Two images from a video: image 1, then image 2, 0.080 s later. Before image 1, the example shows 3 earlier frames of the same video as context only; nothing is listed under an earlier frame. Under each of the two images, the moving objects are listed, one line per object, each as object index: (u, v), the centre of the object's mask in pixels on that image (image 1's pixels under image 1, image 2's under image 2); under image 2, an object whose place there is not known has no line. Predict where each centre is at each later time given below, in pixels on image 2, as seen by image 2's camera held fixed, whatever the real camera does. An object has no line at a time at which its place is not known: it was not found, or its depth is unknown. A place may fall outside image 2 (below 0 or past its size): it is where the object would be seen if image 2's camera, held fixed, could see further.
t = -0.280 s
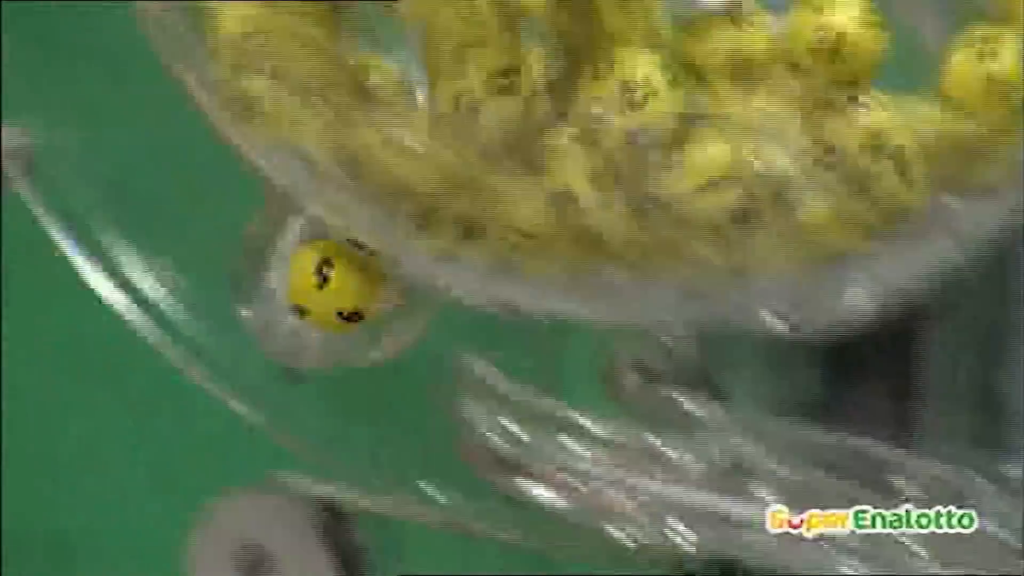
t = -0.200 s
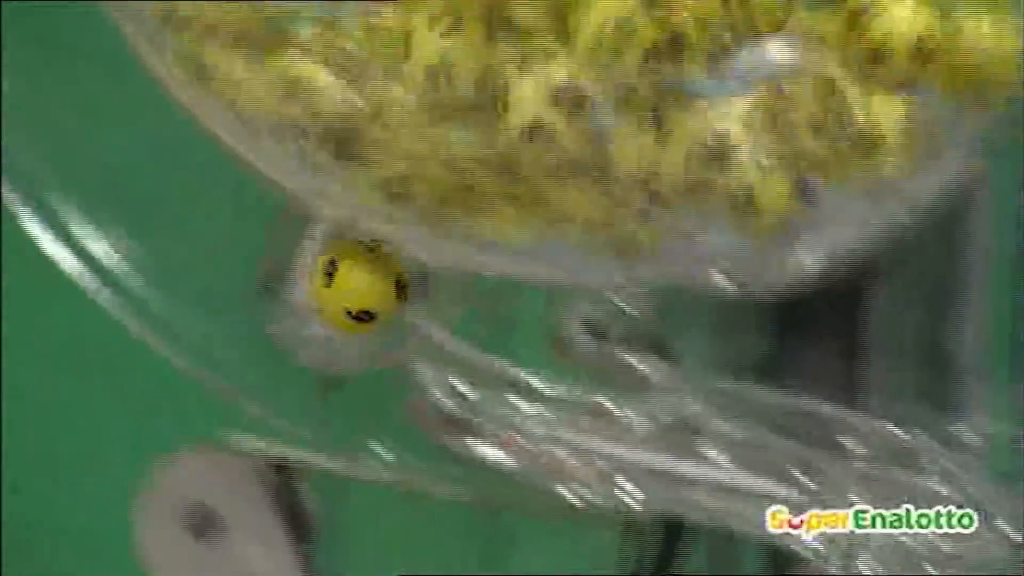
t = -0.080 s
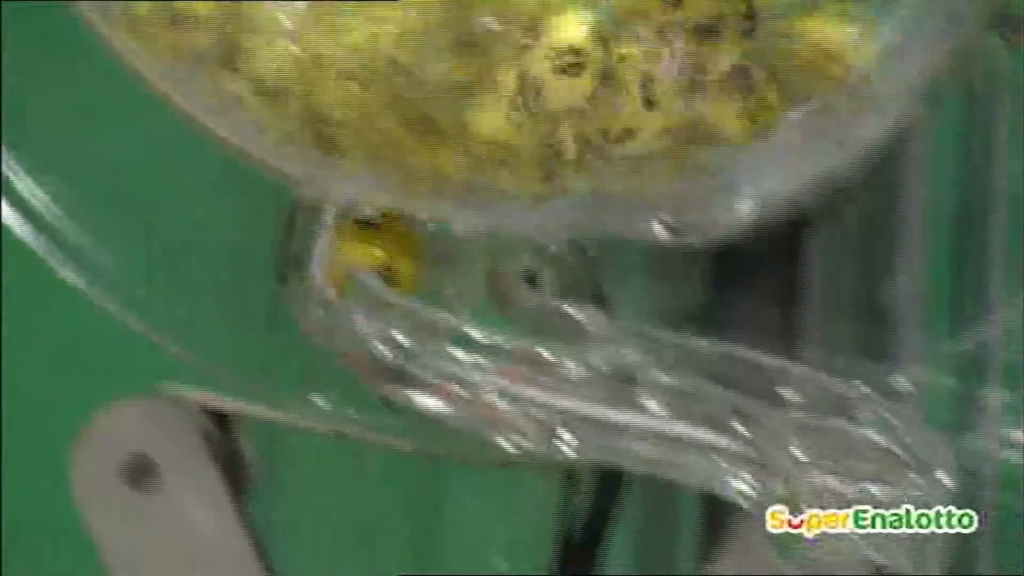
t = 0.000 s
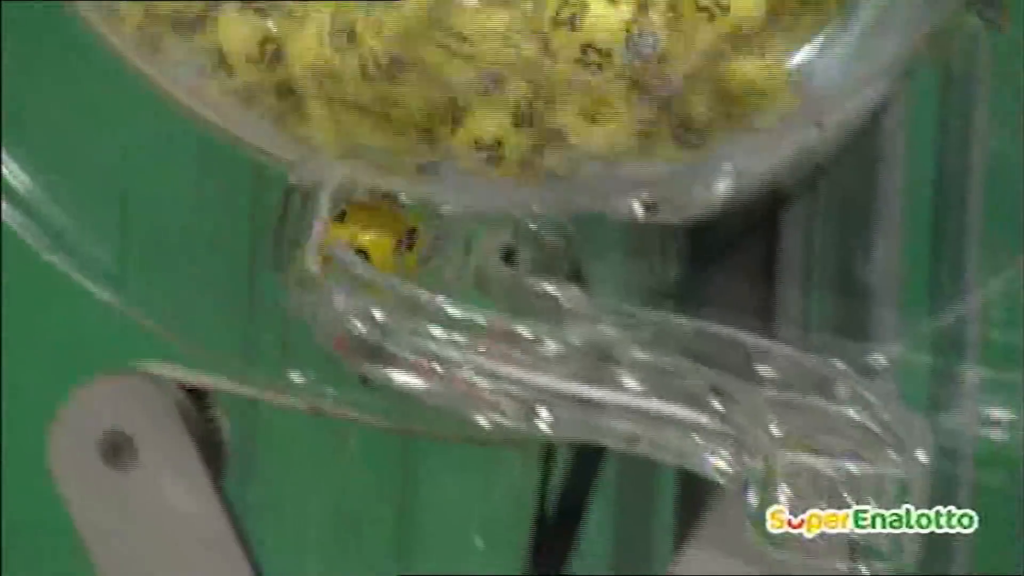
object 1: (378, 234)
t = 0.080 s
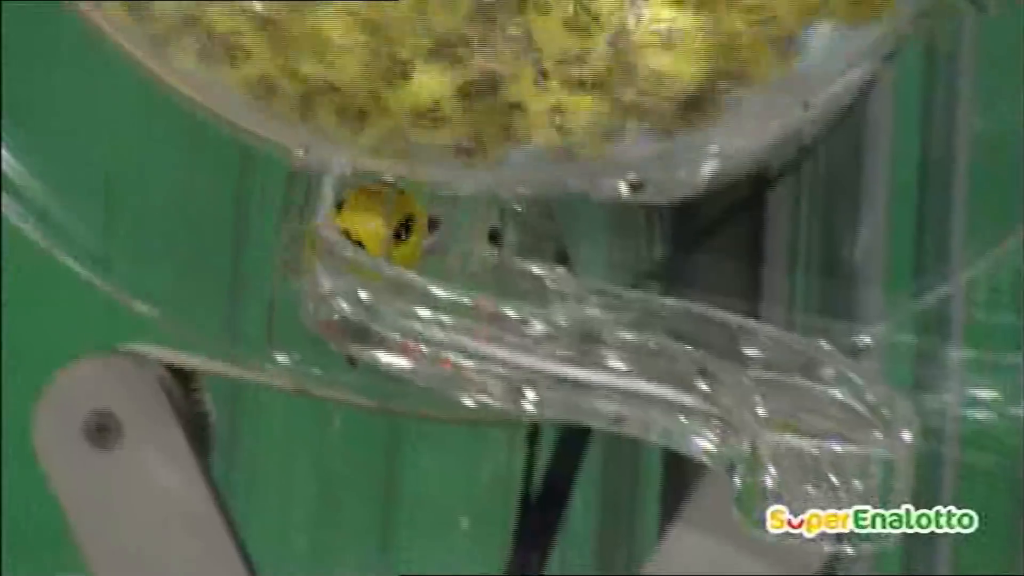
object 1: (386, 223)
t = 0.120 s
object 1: (391, 226)
